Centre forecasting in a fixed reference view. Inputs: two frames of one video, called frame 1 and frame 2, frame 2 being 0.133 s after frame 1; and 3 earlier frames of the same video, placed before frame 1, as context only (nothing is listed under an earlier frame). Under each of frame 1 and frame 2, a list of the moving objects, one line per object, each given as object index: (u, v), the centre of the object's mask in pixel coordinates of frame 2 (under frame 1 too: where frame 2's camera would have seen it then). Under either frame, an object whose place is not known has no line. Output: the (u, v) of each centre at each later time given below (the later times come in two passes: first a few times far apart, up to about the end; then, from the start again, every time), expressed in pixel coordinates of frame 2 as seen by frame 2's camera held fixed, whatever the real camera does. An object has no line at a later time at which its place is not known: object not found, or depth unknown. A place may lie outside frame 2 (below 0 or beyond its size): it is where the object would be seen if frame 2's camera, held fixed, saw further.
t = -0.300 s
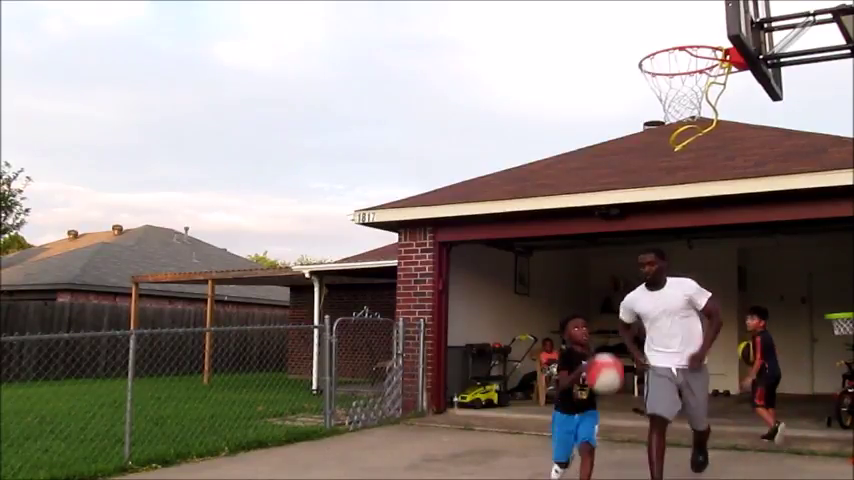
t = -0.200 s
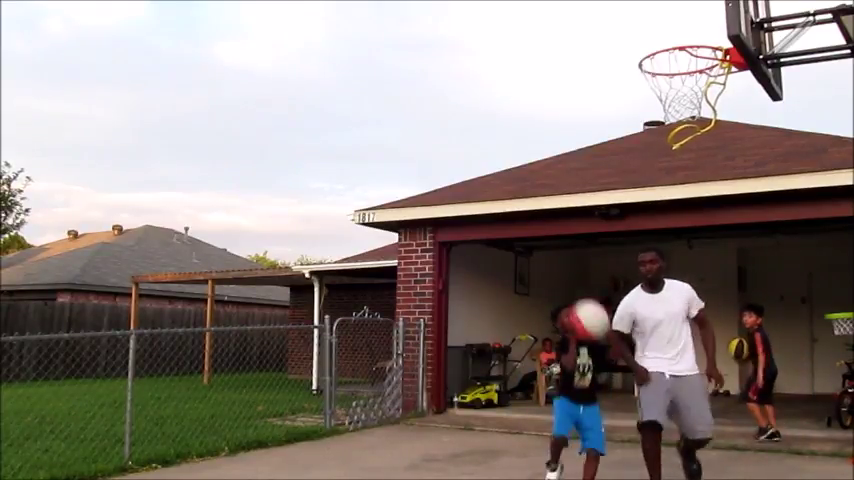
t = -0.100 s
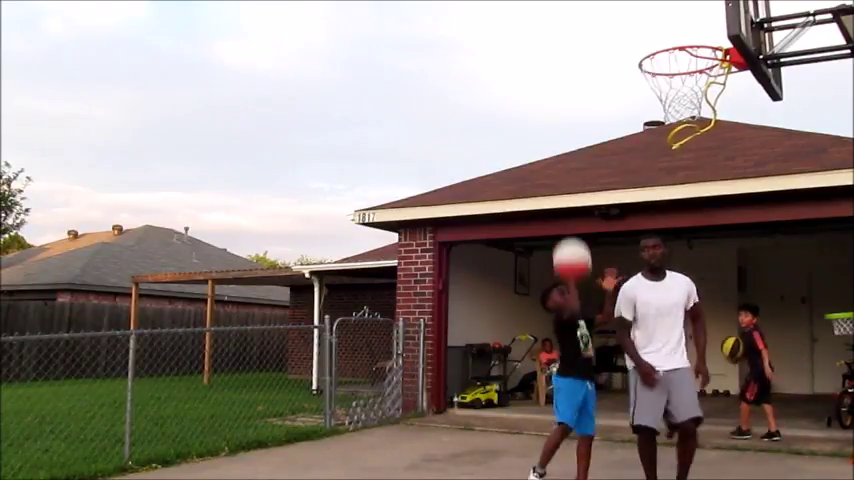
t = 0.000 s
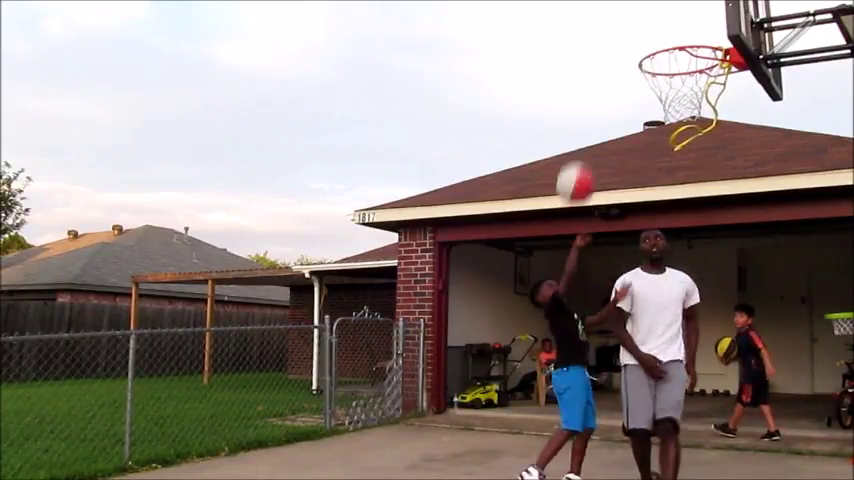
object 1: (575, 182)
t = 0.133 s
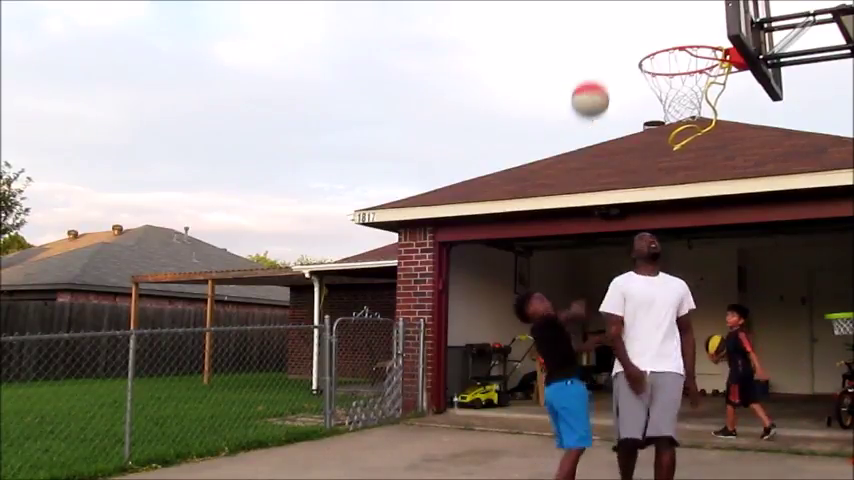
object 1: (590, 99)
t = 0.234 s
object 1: (601, 53)
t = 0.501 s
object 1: (632, 8)
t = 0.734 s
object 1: (665, 41)
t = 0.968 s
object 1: (685, 114)
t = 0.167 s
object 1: (593, 82)
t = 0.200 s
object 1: (597, 66)
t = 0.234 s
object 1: (601, 53)
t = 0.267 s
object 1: (604, 40)
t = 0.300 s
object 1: (608, 30)
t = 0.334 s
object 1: (612, 20)
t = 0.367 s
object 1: (616, 15)
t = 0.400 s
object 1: (620, 12)
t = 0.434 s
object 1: (623, 10)
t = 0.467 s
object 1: (627, 9)
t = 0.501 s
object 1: (632, 8)
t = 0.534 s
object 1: (636, 9)
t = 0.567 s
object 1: (641, 10)
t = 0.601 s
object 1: (645, 12)
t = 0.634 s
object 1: (650, 15)
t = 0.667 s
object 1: (655, 20)
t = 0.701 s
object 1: (660, 30)
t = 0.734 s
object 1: (665, 41)
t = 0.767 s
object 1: (670, 56)
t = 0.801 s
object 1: (675, 71)
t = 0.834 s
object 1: (679, 86)
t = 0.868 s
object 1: (682, 95)
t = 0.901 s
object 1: (682, 100)
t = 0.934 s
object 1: (684, 108)
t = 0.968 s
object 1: (685, 114)
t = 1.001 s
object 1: (689, 123)
